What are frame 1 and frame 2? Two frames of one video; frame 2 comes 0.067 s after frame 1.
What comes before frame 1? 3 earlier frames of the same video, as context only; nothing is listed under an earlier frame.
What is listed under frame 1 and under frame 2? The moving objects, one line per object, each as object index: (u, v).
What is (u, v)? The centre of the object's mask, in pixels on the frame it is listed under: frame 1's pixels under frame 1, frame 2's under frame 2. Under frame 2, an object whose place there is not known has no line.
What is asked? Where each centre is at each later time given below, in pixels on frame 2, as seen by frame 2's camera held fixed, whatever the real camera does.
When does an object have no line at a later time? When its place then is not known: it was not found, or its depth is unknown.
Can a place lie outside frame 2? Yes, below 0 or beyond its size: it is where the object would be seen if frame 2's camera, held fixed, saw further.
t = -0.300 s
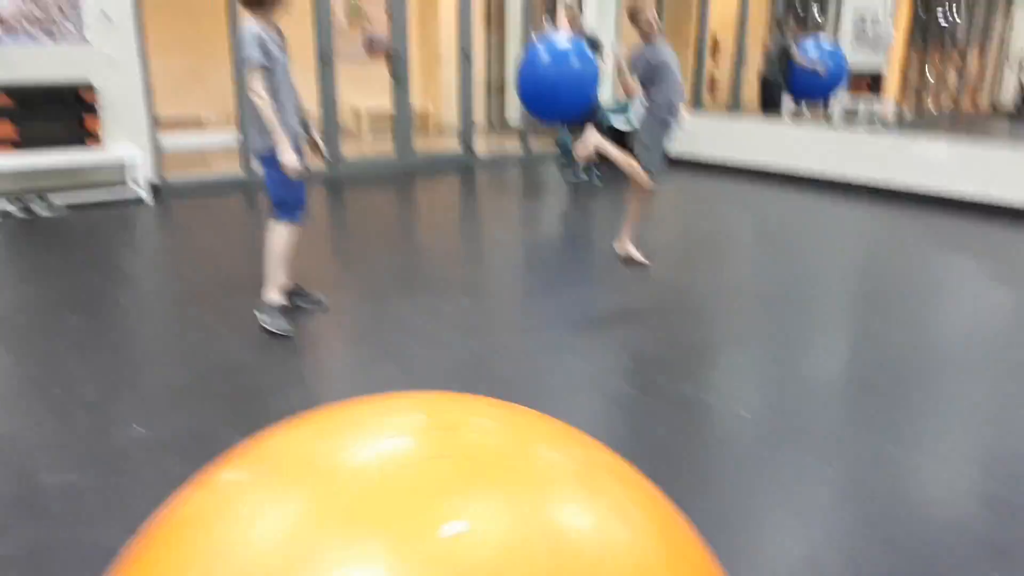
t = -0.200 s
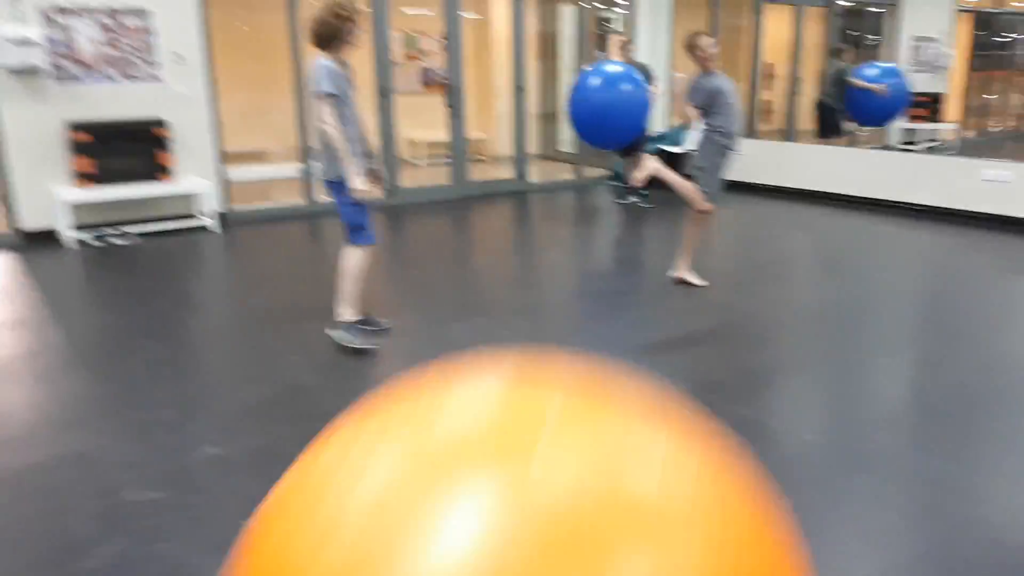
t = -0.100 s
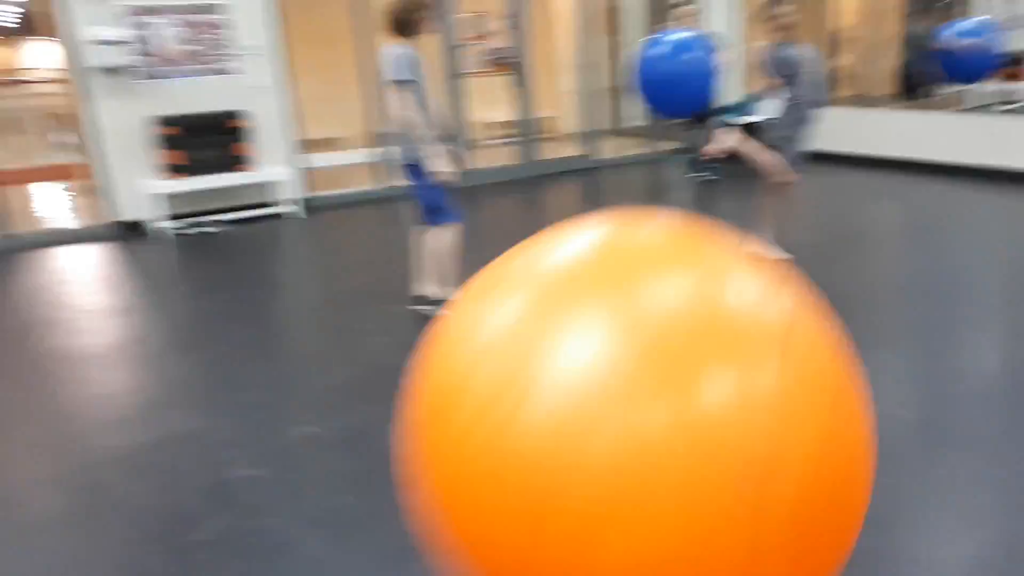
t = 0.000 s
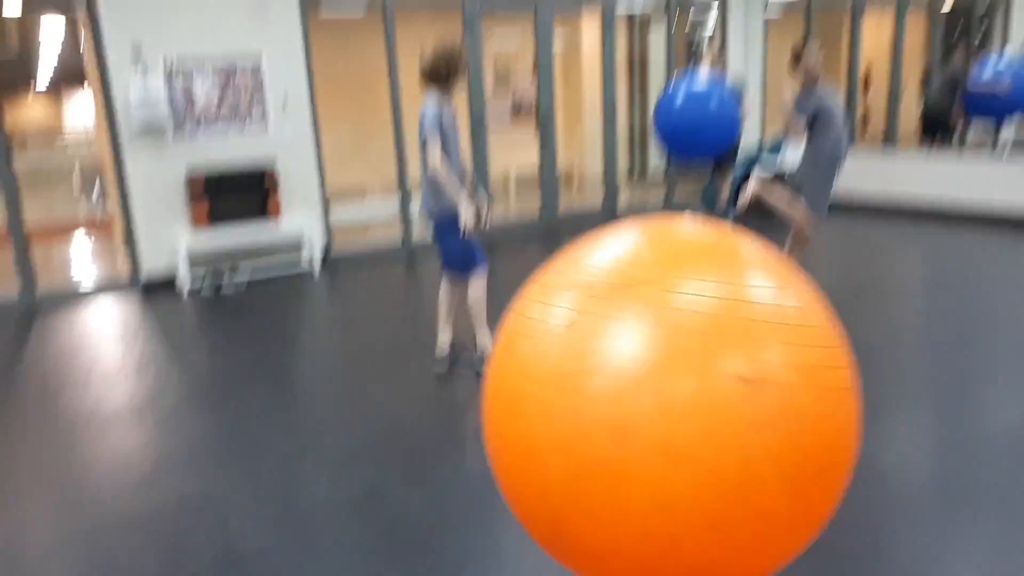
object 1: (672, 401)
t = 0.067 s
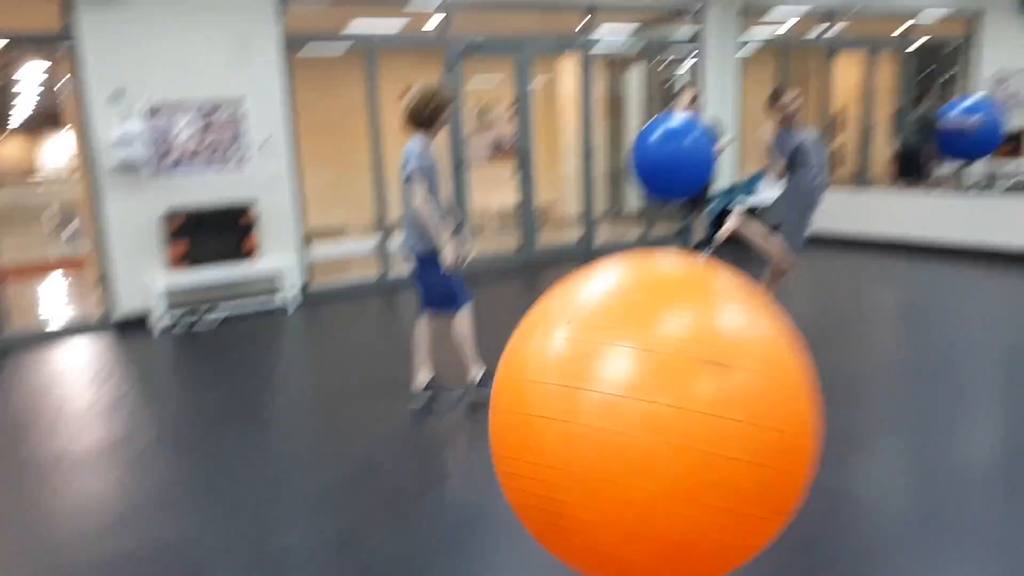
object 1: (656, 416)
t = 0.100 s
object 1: (657, 410)
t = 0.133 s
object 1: (655, 413)
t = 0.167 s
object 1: (655, 415)
